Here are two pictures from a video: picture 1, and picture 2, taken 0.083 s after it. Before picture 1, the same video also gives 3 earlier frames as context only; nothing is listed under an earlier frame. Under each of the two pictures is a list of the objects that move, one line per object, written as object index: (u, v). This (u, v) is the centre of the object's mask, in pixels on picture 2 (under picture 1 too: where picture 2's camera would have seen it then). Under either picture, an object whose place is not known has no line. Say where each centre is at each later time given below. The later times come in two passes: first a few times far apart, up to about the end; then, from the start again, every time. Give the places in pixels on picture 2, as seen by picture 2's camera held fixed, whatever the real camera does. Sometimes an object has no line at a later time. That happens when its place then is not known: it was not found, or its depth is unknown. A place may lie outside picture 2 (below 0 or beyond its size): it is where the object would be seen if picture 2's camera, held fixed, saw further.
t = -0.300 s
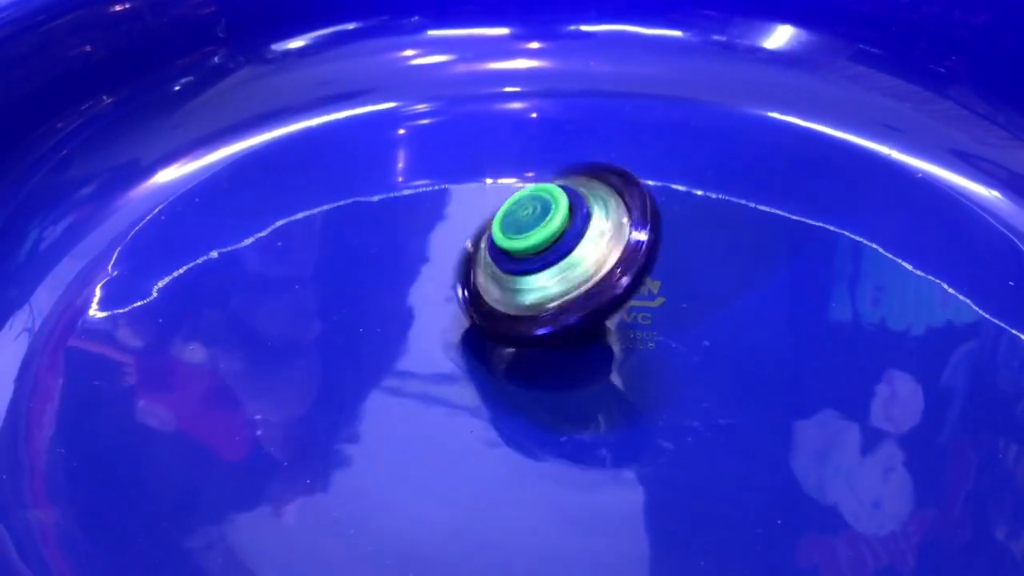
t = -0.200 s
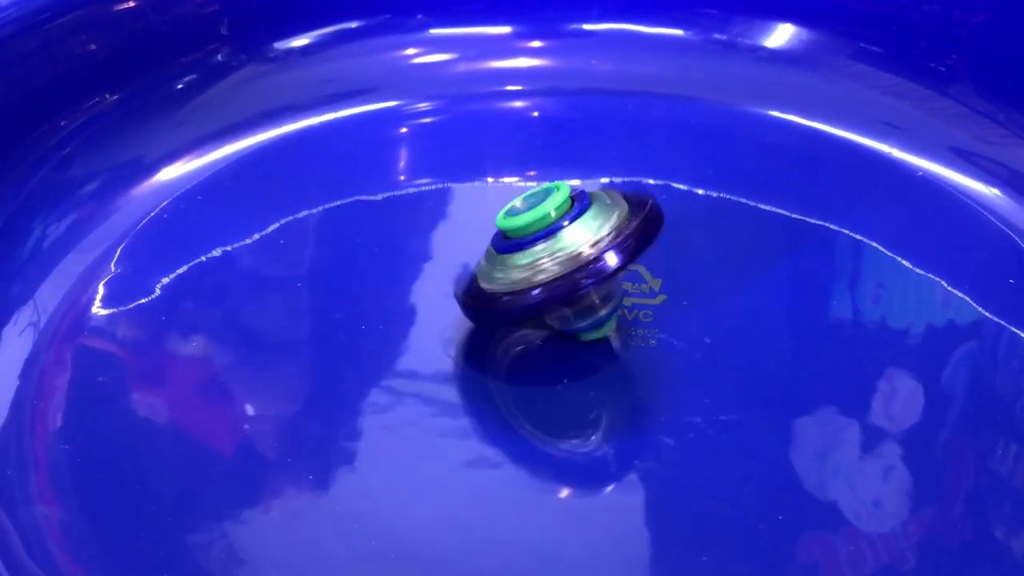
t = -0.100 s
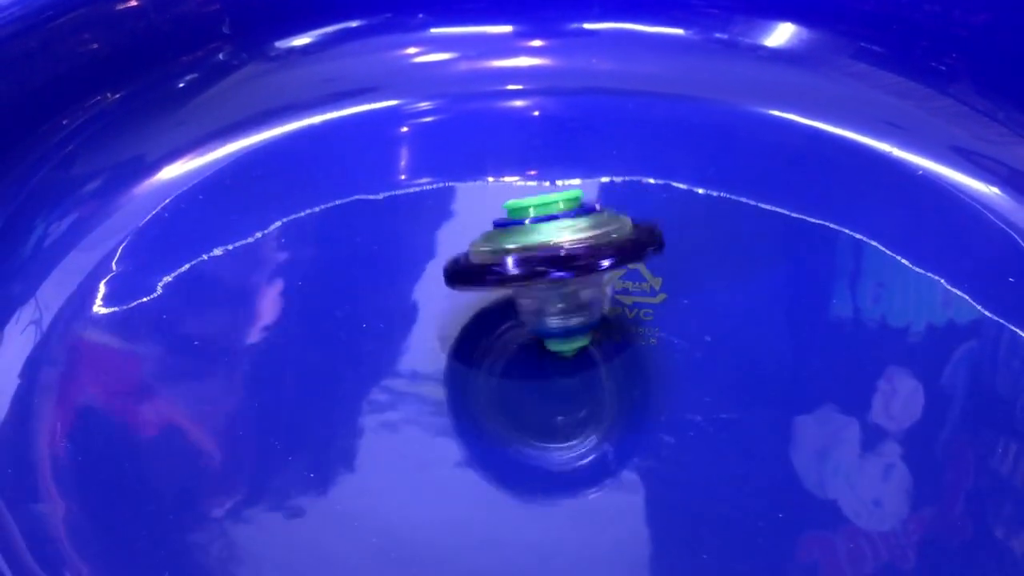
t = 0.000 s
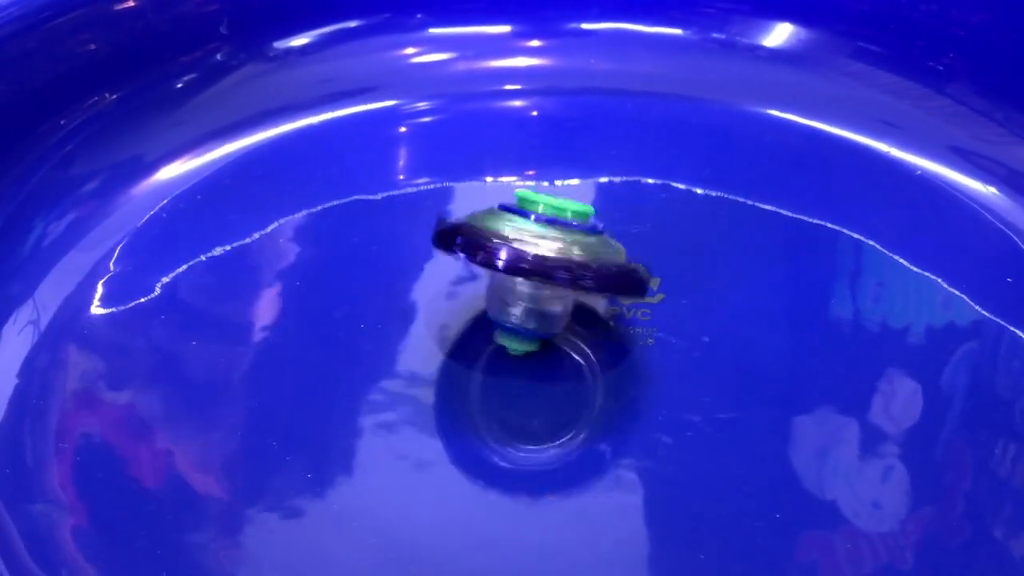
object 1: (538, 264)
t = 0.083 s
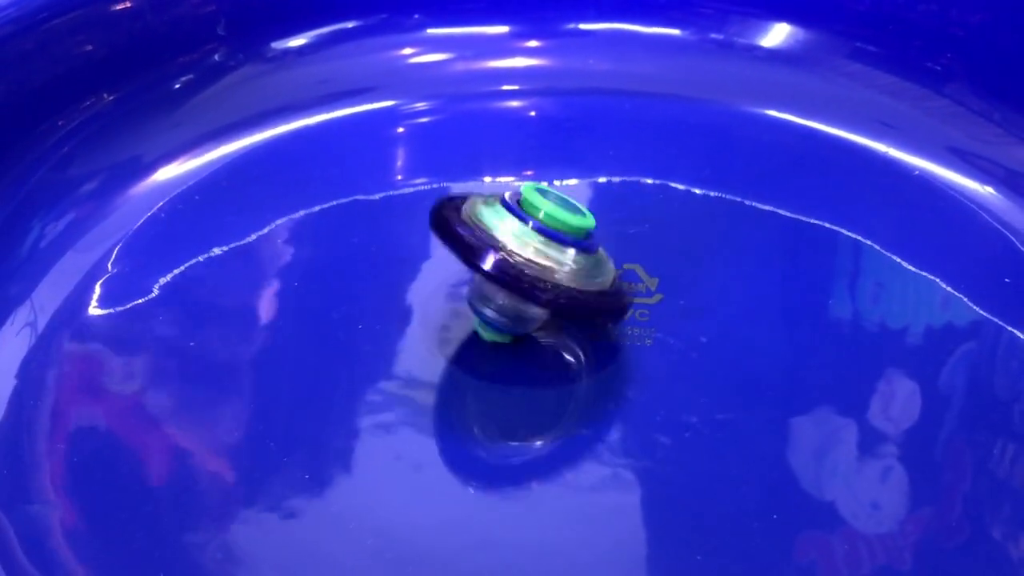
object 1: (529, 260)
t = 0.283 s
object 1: (529, 252)
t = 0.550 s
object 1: (560, 250)
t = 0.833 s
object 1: (537, 263)
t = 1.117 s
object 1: (533, 254)
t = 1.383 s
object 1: (554, 251)
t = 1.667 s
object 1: (535, 244)
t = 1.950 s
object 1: (549, 247)
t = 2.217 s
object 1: (555, 252)
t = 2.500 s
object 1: (537, 247)
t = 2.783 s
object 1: (557, 248)
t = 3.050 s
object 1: (543, 240)
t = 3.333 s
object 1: (548, 244)
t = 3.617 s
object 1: (557, 231)
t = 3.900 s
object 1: (621, 231)
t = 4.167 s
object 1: (604, 223)
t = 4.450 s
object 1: (581, 239)
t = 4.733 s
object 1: (579, 235)
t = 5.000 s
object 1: (552, 243)
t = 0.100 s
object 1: (528, 261)
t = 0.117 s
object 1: (528, 260)
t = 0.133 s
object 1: (528, 255)
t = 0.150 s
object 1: (526, 254)
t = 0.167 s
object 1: (525, 252)
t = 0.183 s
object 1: (523, 250)
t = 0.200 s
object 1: (525, 256)
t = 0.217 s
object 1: (527, 256)
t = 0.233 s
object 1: (526, 253)
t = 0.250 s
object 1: (527, 249)
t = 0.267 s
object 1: (528, 250)
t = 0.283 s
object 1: (529, 252)
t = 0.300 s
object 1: (530, 254)
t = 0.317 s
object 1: (531, 253)
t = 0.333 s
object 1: (535, 249)
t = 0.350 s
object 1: (537, 247)
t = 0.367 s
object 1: (540, 248)
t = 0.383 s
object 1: (544, 249)
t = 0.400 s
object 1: (545, 251)
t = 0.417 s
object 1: (546, 250)
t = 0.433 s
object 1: (550, 249)
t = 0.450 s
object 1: (553, 248)
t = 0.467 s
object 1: (556, 249)
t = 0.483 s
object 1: (558, 250)
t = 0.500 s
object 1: (557, 253)
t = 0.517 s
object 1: (557, 253)
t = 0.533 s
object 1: (558, 252)
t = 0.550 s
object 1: (560, 250)
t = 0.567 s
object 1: (561, 252)
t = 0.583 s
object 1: (562, 255)
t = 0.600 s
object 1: (562, 255)
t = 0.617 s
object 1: (563, 255)
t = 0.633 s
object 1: (559, 255)
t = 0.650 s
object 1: (558, 254)
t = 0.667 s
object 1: (559, 254)
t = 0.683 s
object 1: (557, 258)
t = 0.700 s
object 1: (557, 260)
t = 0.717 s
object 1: (555, 261)
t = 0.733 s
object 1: (552, 259)
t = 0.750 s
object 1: (547, 256)
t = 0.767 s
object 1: (546, 258)
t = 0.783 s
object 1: (540, 261)
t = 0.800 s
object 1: (540, 263)
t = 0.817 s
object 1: (536, 263)
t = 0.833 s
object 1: (537, 263)
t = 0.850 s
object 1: (535, 261)
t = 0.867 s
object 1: (533, 260)
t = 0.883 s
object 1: (530, 258)
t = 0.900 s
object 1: (529, 260)
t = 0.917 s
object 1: (529, 261)
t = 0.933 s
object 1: (527, 259)
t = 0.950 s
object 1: (528, 256)
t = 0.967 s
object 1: (525, 252)
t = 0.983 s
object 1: (525, 253)
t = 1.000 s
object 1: (526, 253)
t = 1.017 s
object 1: (527, 257)
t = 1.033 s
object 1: (527, 258)
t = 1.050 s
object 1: (528, 257)
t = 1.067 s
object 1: (528, 254)
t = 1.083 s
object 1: (530, 252)
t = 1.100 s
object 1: (531, 252)
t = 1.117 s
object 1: (533, 254)
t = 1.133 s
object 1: (532, 257)
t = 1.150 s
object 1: (534, 259)
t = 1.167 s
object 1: (537, 256)
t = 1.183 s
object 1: (540, 252)
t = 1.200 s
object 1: (544, 251)
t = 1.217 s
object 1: (548, 253)
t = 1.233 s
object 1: (549, 252)
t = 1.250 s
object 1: (550, 253)
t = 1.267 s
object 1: (550, 255)
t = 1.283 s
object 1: (551, 253)
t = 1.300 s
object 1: (553, 250)
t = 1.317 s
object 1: (554, 252)
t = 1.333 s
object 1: (556, 251)
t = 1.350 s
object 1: (553, 254)
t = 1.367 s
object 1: (556, 252)
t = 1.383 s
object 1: (554, 251)
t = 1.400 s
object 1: (554, 248)
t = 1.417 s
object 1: (552, 247)
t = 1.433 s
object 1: (554, 247)
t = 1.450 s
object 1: (552, 249)
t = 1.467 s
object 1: (552, 250)
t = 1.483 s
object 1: (552, 251)
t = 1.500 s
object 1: (550, 250)
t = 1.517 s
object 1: (546, 245)
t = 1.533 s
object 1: (545, 245)
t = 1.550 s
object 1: (541, 245)
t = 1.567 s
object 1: (541, 248)
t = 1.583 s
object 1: (539, 251)
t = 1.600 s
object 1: (539, 250)
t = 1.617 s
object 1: (538, 250)
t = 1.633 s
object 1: (538, 246)
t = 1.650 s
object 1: (534, 244)
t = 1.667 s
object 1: (535, 244)
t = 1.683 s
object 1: (532, 246)
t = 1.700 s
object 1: (533, 250)
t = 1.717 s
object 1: (533, 251)
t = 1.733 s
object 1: (535, 253)
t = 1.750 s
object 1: (535, 248)
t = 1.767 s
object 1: (536, 246)
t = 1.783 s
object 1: (537, 245)
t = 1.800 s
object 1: (538, 246)
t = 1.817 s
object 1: (539, 248)
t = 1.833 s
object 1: (538, 250)
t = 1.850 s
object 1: (538, 250)
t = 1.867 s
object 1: (540, 248)
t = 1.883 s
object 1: (543, 245)
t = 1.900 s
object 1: (546, 242)
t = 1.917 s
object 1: (548, 244)
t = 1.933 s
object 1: (549, 245)
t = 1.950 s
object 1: (549, 247)
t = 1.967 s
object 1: (549, 246)
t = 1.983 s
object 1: (548, 248)
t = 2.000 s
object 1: (549, 244)
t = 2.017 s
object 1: (552, 243)
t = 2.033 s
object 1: (553, 244)
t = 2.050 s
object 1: (556, 246)
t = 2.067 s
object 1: (554, 249)
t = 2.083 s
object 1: (557, 249)
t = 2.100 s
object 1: (556, 249)
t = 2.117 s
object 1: (556, 247)
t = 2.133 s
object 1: (553, 244)
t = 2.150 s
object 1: (555, 245)
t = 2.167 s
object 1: (554, 247)
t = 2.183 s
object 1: (554, 249)
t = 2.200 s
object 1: (555, 252)
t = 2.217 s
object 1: (555, 252)
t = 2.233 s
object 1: (556, 252)
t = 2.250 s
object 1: (554, 247)
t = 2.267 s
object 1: (552, 245)
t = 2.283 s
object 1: (549, 244)
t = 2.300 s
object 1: (548, 246)
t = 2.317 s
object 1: (544, 246)
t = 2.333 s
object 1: (545, 251)
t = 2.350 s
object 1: (546, 253)
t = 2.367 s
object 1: (546, 253)
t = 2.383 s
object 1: (545, 249)
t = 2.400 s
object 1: (544, 245)
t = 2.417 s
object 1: (543, 244)
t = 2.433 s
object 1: (543, 244)
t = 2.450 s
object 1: (542, 245)
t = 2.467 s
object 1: (539, 247)
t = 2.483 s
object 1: (536, 248)
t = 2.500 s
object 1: (537, 247)
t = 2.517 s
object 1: (537, 245)
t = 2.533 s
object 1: (538, 242)
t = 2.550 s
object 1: (539, 242)
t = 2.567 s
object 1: (539, 242)
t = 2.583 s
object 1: (542, 242)
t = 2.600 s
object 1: (539, 245)
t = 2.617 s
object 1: (540, 245)
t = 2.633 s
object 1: (539, 244)
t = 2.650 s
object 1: (540, 244)
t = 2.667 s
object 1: (543, 242)
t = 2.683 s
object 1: (543, 241)
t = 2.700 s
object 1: (547, 243)
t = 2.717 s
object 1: (547, 245)
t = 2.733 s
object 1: (550, 246)
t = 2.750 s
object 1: (553, 248)
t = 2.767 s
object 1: (555, 249)
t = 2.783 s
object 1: (557, 248)
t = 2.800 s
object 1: (554, 244)
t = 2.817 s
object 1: (554, 244)
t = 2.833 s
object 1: (552, 245)
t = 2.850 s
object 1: (552, 247)
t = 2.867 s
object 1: (549, 247)
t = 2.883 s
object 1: (553, 253)
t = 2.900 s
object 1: (552, 260)
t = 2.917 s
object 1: (554, 258)
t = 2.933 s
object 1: (552, 256)
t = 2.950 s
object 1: (550, 251)
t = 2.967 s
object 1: (549, 245)
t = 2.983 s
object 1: (548, 241)
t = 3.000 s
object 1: (548, 240)
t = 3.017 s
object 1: (548, 239)
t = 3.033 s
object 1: (545, 240)
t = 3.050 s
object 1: (543, 240)
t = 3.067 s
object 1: (540, 240)
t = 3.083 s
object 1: (538, 239)
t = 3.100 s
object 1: (535, 238)
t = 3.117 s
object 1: (536, 237)
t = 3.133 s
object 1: (536, 236)
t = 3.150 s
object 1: (538, 234)
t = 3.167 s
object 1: (537, 237)
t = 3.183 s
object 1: (536, 239)
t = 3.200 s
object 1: (539, 240)
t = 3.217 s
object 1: (538, 242)
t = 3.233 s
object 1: (537, 240)
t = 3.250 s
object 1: (537, 238)
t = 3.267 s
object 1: (537, 237)
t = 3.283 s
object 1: (540, 238)
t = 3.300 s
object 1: (541, 240)
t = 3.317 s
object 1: (545, 242)
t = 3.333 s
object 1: (548, 244)
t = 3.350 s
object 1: (548, 242)
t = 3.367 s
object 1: (551, 239)
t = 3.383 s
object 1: (551, 241)
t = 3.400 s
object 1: (553, 241)
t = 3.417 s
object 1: (552, 243)
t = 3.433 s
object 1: (553, 238)
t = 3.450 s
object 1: (551, 237)
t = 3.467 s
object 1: (551, 236)
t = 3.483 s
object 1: (549, 238)
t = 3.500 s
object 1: (547, 241)
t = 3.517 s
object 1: (545, 245)
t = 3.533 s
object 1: (544, 247)
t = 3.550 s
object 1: (541, 246)
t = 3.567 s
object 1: (541, 244)
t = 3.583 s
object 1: (546, 238)
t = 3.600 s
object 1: (550, 234)
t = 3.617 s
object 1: (557, 231)
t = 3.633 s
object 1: (563, 228)
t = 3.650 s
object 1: (569, 229)
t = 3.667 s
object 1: (572, 233)
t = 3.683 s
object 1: (576, 234)
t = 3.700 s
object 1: (579, 234)
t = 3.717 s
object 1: (580, 233)
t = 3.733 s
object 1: (586, 230)
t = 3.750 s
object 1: (590, 229)
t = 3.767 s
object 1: (594, 229)
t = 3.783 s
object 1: (601, 231)
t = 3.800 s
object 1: (604, 231)
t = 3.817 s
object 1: (610, 234)
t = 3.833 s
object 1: (617, 236)
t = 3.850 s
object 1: (617, 234)
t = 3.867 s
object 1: (622, 234)
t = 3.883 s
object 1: (621, 232)
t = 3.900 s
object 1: (621, 231)
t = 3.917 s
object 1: (619, 233)
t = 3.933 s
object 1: (617, 230)
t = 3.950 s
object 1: (618, 227)
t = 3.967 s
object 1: (617, 224)
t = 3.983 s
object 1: (614, 222)
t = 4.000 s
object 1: (613, 222)
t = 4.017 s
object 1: (610, 225)
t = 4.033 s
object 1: (607, 226)
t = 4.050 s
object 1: (603, 228)
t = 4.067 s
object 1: (599, 230)
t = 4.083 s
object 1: (595, 231)
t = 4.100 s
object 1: (595, 229)
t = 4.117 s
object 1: (594, 227)
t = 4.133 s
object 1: (595, 230)
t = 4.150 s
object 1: (599, 226)
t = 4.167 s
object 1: (604, 223)
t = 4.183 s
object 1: (611, 223)
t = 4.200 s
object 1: (612, 224)
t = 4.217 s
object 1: (616, 226)
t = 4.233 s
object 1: (620, 227)
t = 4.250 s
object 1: (621, 228)
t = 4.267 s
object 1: (625, 229)
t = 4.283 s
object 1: (628, 229)
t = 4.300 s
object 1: (625, 228)
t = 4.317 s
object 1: (622, 224)
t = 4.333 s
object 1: (615, 223)
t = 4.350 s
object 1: (610, 223)
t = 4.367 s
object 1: (604, 222)
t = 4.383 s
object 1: (598, 224)
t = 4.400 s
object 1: (593, 226)
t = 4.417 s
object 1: (590, 231)
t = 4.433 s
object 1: (585, 234)
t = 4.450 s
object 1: (581, 239)
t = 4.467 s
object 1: (576, 243)
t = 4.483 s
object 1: (571, 247)
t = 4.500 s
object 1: (565, 248)
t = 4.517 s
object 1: (562, 243)
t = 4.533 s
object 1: (559, 242)
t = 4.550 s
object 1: (561, 239)
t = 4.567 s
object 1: (562, 237)
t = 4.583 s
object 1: (564, 234)
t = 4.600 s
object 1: (569, 232)
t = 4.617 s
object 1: (572, 232)
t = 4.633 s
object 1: (572, 232)
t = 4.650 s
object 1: (576, 231)
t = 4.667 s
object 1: (575, 230)
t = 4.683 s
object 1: (576, 230)
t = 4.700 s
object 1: (579, 232)
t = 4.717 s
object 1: (580, 233)
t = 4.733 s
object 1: (579, 235)
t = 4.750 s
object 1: (578, 234)
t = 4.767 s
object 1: (573, 231)
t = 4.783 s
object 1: (570, 233)
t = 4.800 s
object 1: (567, 234)
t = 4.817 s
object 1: (562, 234)
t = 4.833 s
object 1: (560, 235)
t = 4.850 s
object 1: (556, 241)
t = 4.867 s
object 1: (554, 245)
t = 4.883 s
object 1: (553, 250)
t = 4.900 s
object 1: (551, 252)
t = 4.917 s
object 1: (549, 251)
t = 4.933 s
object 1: (548, 252)
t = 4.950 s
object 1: (549, 248)
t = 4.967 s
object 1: (549, 245)
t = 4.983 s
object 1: (550, 243)
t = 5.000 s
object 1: (552, 243)
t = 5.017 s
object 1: (552, 245)
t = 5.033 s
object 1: (553, 244)
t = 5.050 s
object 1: (558, 242)
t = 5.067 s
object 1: (559, 244)
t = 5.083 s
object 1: (559, 245)
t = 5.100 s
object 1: (560, 243)
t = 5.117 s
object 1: (561, 241)
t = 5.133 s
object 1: (560, 241)
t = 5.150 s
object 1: (561, 243)
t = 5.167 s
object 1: (563, 244)
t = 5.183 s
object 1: (565, 245)
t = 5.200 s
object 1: (563, 245)
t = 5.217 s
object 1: (563, 245)
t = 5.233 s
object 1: (563, 248)
